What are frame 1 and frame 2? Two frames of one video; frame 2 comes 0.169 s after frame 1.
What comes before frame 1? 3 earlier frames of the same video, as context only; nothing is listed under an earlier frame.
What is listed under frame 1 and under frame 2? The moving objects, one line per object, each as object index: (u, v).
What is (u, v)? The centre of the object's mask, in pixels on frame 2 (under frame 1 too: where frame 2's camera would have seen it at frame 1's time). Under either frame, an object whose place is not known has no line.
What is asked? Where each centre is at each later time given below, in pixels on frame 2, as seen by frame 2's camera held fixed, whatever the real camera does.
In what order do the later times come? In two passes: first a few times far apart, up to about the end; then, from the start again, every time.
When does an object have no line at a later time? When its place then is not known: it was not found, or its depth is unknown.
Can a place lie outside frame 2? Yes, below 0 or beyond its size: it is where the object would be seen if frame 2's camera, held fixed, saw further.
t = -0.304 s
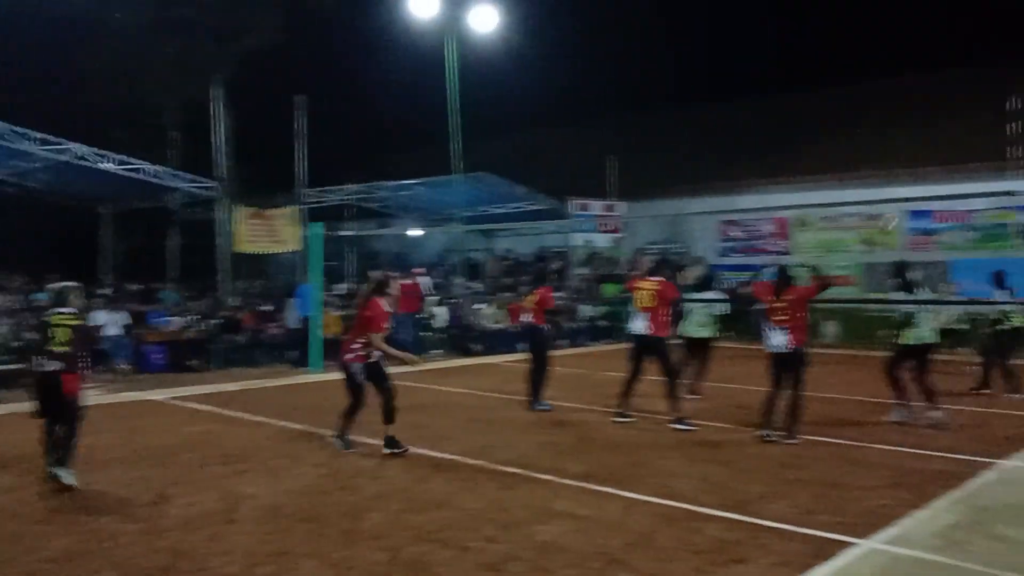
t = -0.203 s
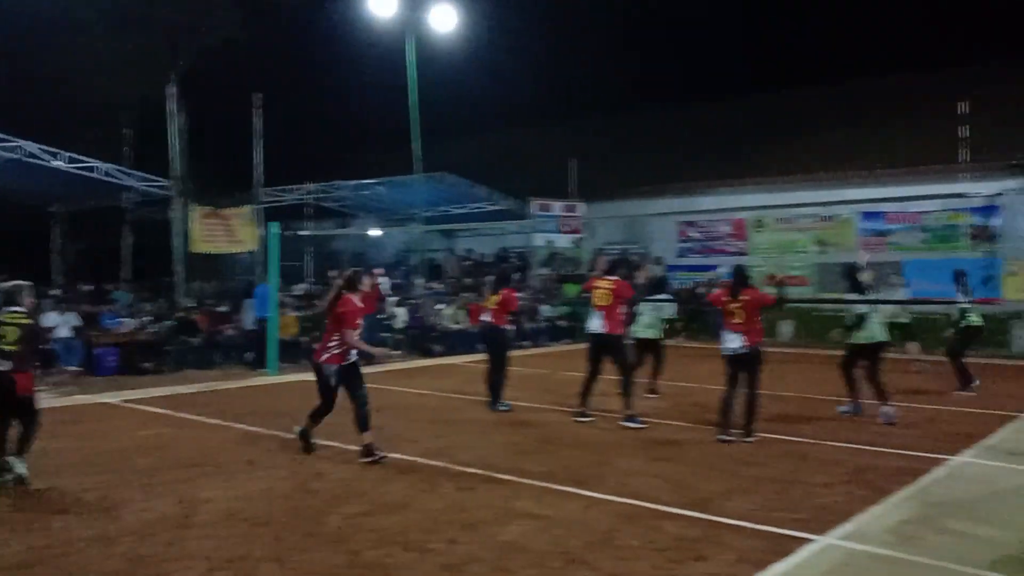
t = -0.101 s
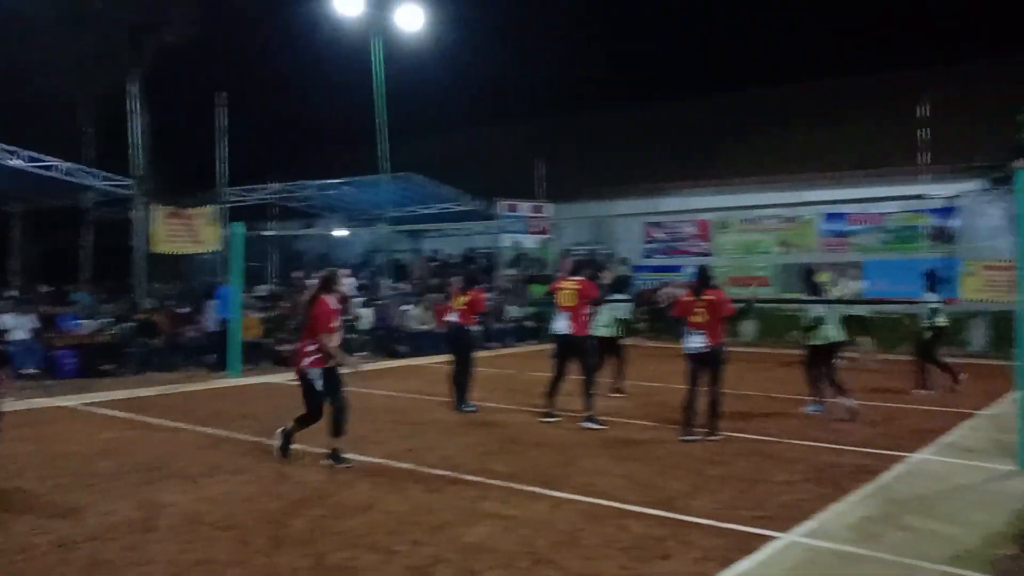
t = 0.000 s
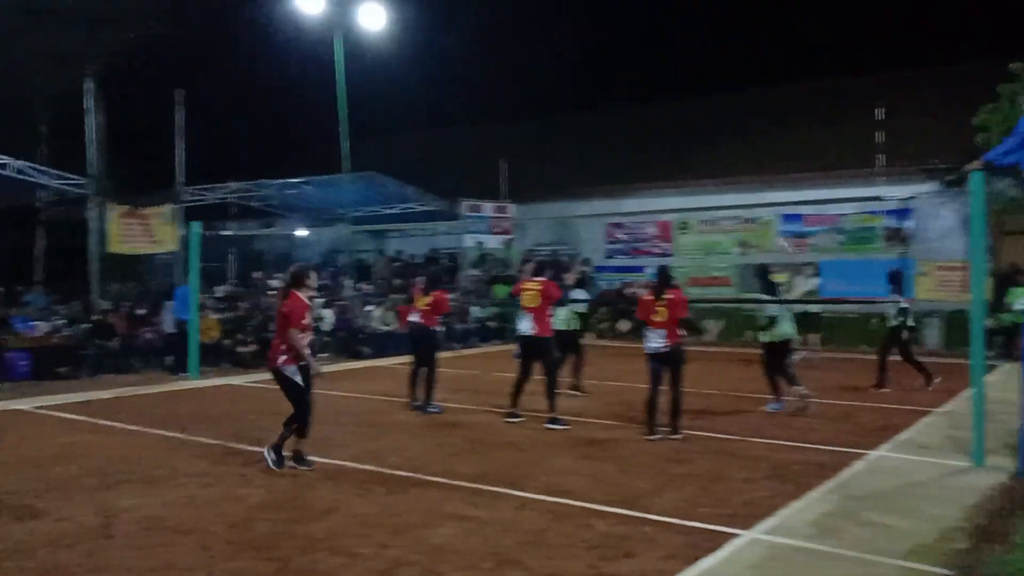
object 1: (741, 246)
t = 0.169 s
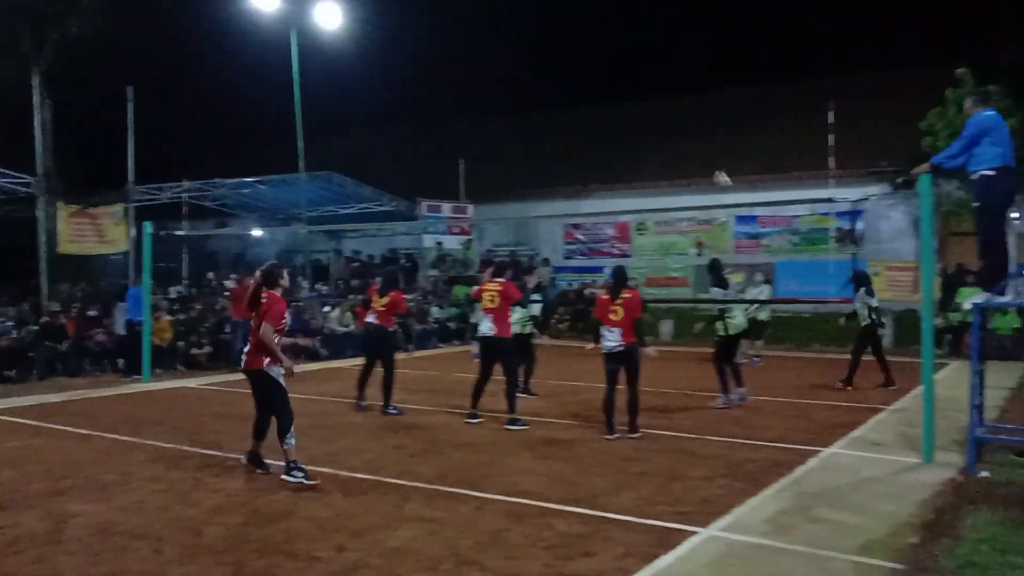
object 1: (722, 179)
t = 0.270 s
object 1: (710, 147)
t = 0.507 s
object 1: (683, 89)
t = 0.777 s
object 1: (650, 65)
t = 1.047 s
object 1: (616, 88)
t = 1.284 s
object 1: (584, 148)
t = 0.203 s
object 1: (717, 167)
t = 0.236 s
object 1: (713, 156)
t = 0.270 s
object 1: (710, 147)
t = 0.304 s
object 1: (706, 135)
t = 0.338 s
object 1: (702, 126)
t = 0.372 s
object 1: (699, 118)
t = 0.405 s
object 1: (694, 109)
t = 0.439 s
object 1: (691, 102)
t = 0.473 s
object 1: (687, 96)
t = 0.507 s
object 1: (683, 89)
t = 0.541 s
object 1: (679, 84)
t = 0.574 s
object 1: (675, 79)
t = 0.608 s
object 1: (671, 74)
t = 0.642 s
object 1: (668, 72)
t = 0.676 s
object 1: (663, 68)
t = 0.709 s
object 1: (659, 67)
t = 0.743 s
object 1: (655, 66)
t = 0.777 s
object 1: (650, 65)
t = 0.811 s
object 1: (647, 65)
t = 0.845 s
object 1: (642, 66)
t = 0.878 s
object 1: (638, 68)
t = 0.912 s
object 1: (634, 70)
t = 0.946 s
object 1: (630, 73)
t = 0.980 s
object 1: (626, 77)
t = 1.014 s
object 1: (621, 82)
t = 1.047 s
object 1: (616, 88)
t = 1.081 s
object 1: (612, 94)
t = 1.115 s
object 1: (607, 101)
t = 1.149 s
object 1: (603, 109)
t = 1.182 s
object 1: (599, 117)
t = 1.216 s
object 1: (594, 128)
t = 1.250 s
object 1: (589, 137)
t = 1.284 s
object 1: (584, 148)
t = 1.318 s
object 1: (580, 160)
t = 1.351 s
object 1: (575, 171)
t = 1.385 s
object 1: (570, 186)
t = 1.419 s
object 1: (566, 197)
